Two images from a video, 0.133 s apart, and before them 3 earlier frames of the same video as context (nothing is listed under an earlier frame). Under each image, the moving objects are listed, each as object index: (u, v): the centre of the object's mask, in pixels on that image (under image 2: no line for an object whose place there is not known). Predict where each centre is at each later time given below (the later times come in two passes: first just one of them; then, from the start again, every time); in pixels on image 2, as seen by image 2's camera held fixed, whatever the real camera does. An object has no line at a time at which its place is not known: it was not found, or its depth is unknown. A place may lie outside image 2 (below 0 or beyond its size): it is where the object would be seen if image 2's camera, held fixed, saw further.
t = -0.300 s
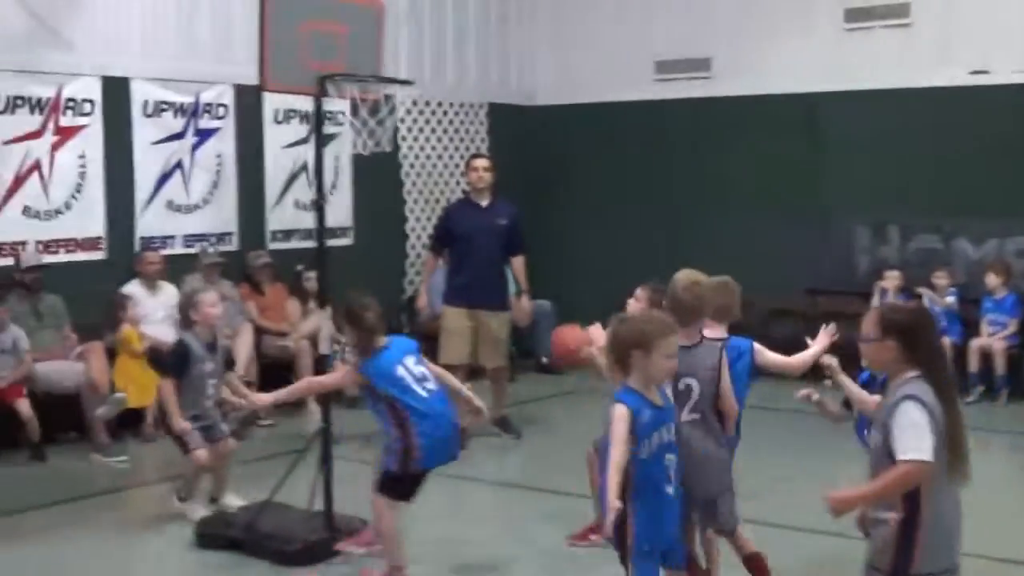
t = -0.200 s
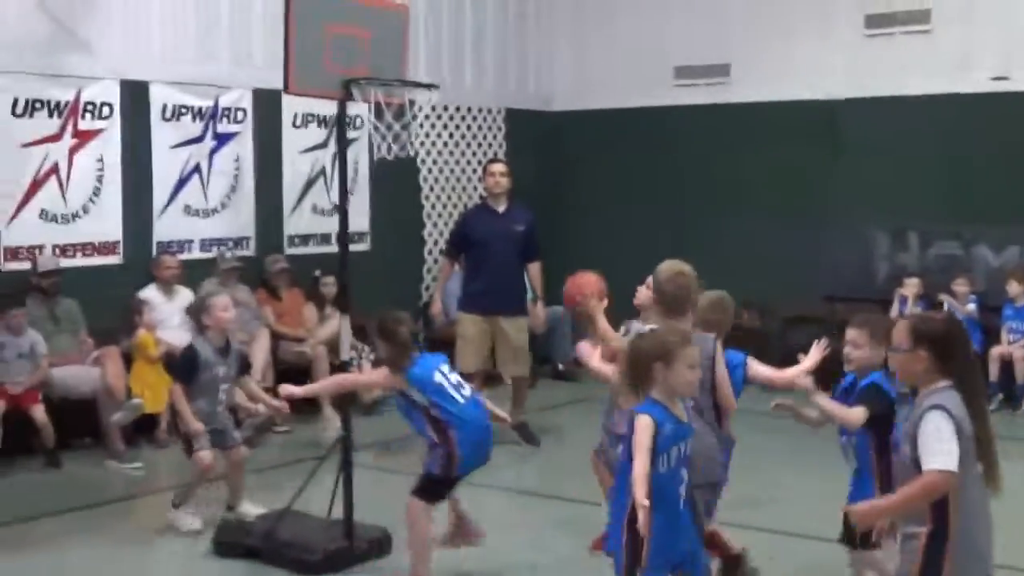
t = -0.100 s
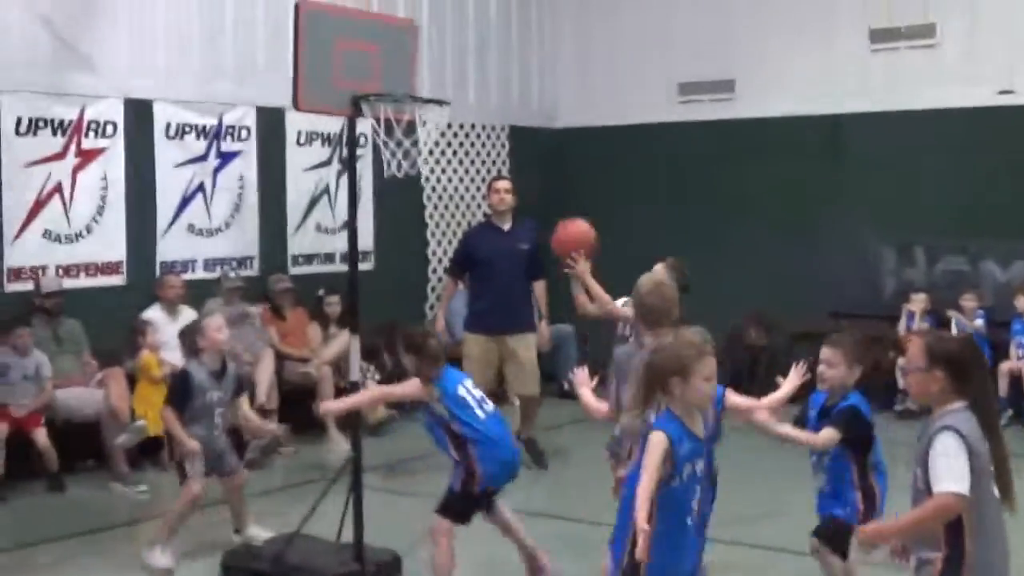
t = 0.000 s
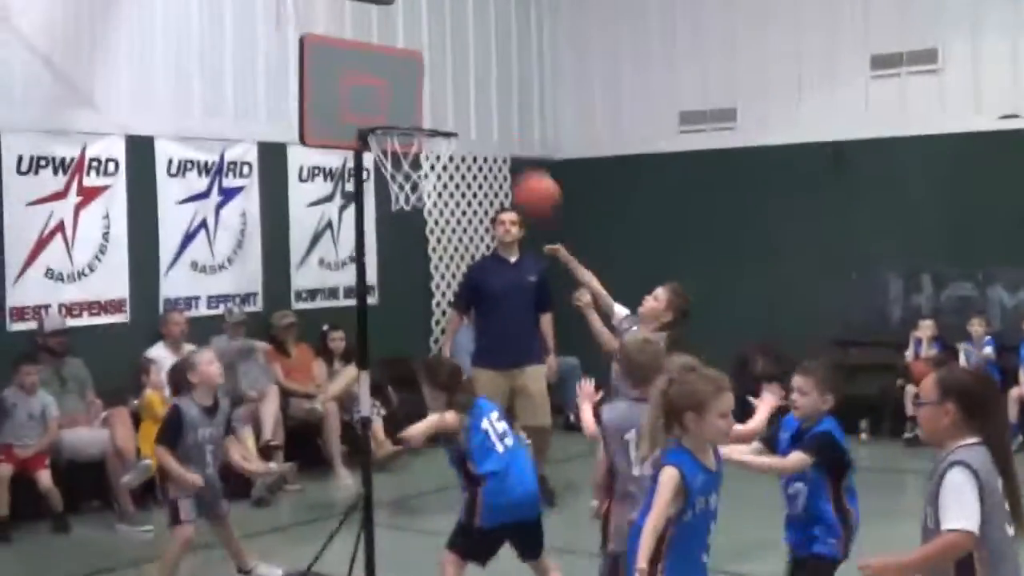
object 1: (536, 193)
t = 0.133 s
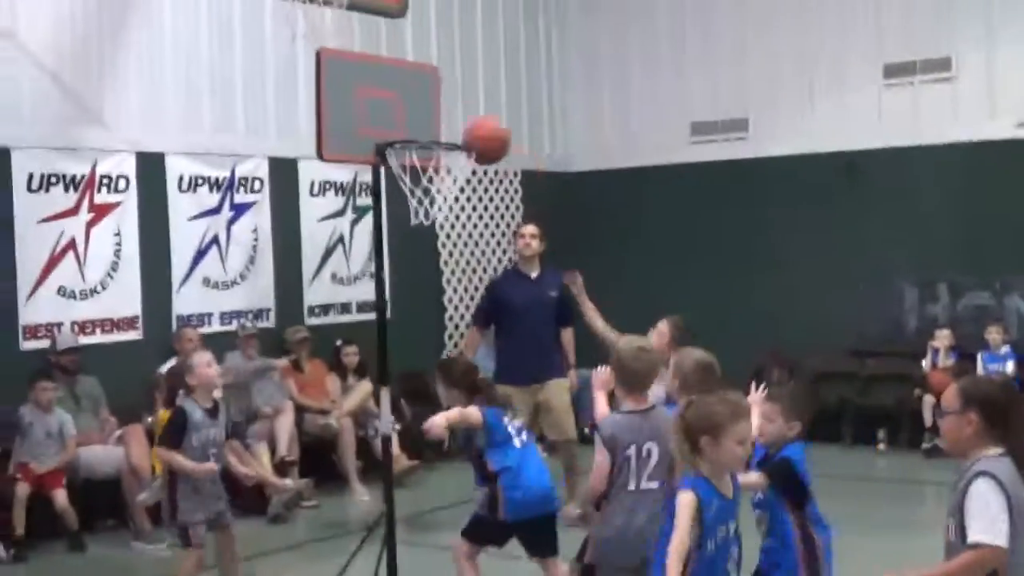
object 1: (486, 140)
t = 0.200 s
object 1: (451, 119)
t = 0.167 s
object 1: (468, 130)
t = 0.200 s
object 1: (451, 119)
